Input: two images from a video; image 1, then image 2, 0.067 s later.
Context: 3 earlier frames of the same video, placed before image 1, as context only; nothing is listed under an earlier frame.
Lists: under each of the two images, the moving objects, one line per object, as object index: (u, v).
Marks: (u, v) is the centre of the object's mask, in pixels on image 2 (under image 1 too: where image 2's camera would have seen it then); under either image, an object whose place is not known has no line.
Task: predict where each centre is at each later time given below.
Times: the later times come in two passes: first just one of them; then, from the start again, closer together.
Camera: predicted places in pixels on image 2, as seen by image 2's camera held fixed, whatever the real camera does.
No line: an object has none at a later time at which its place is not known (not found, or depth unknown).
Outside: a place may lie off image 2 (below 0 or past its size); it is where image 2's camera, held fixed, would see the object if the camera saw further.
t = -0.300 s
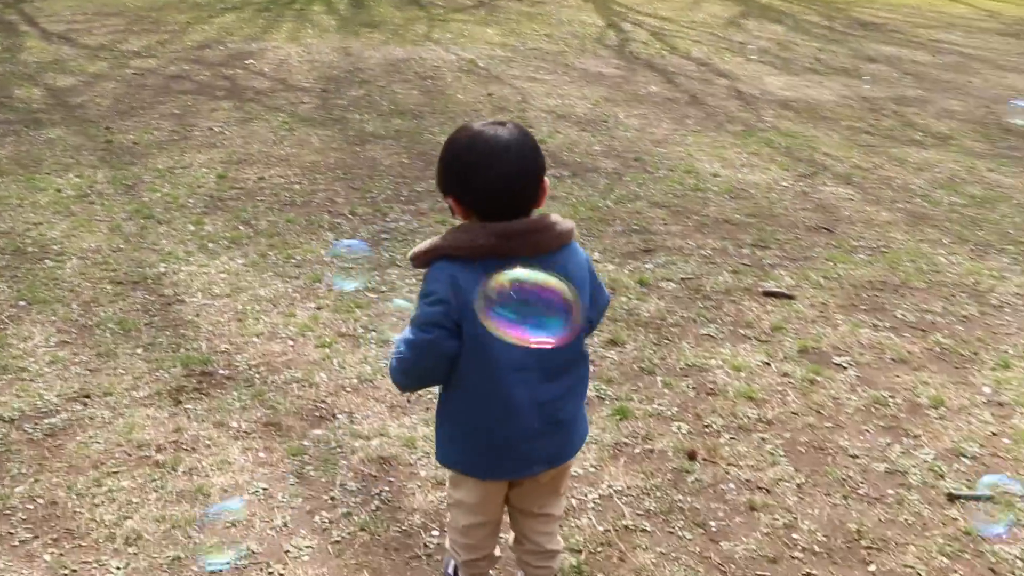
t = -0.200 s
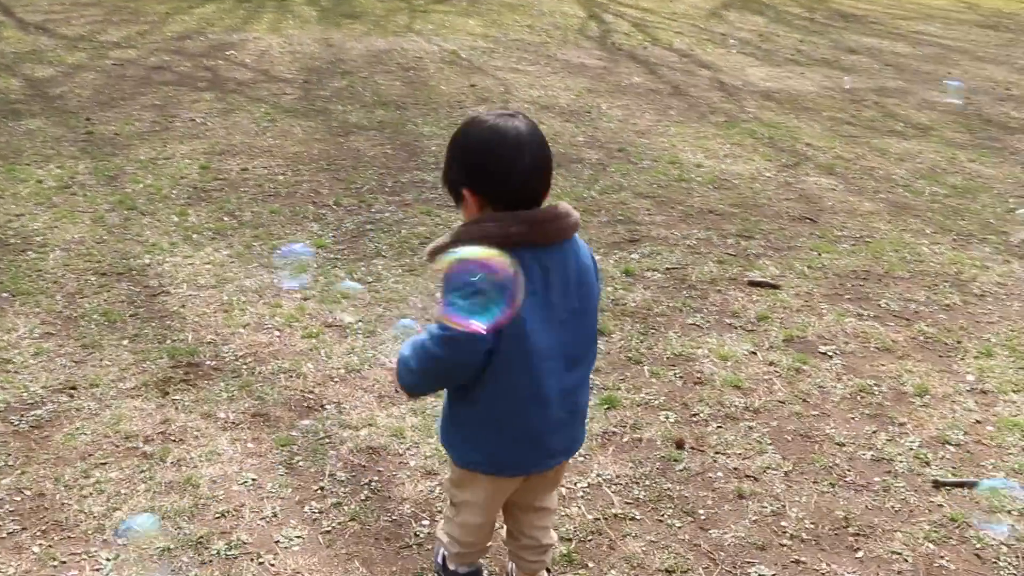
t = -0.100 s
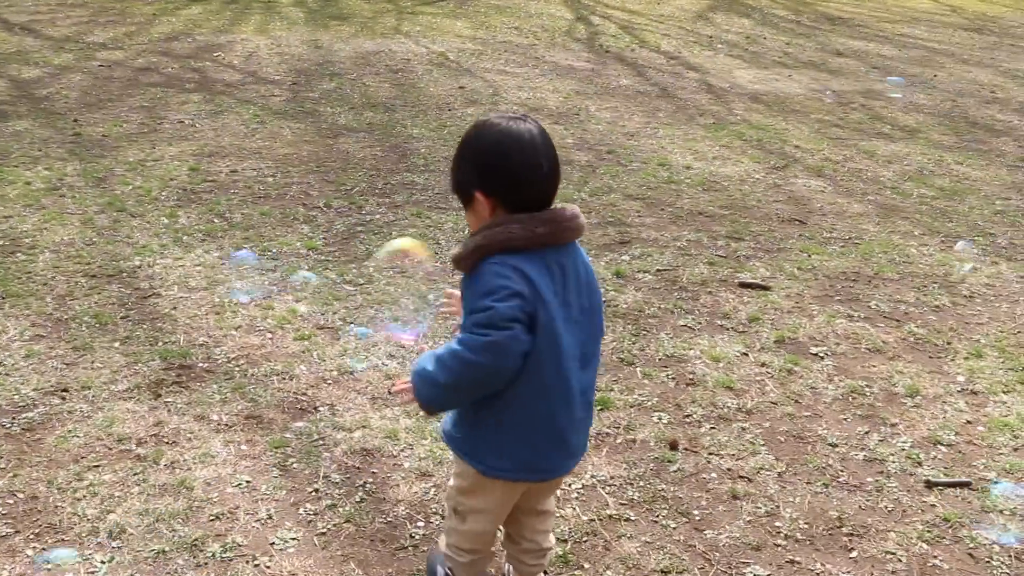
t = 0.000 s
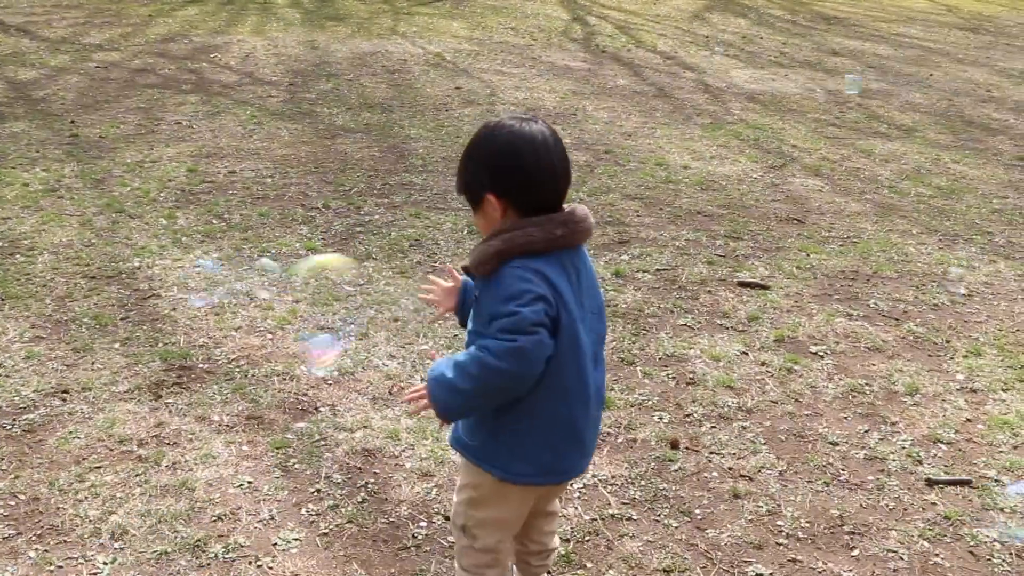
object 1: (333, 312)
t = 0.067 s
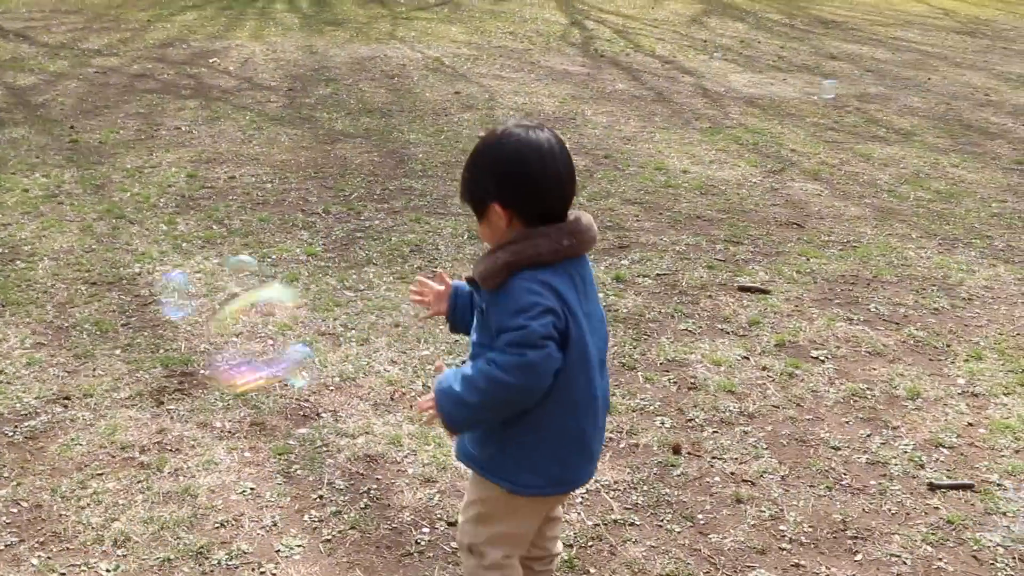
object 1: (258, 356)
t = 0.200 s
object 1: (92, 451)
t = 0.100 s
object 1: (225, 380)
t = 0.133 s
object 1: (182, 407)
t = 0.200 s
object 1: (92, 451)
